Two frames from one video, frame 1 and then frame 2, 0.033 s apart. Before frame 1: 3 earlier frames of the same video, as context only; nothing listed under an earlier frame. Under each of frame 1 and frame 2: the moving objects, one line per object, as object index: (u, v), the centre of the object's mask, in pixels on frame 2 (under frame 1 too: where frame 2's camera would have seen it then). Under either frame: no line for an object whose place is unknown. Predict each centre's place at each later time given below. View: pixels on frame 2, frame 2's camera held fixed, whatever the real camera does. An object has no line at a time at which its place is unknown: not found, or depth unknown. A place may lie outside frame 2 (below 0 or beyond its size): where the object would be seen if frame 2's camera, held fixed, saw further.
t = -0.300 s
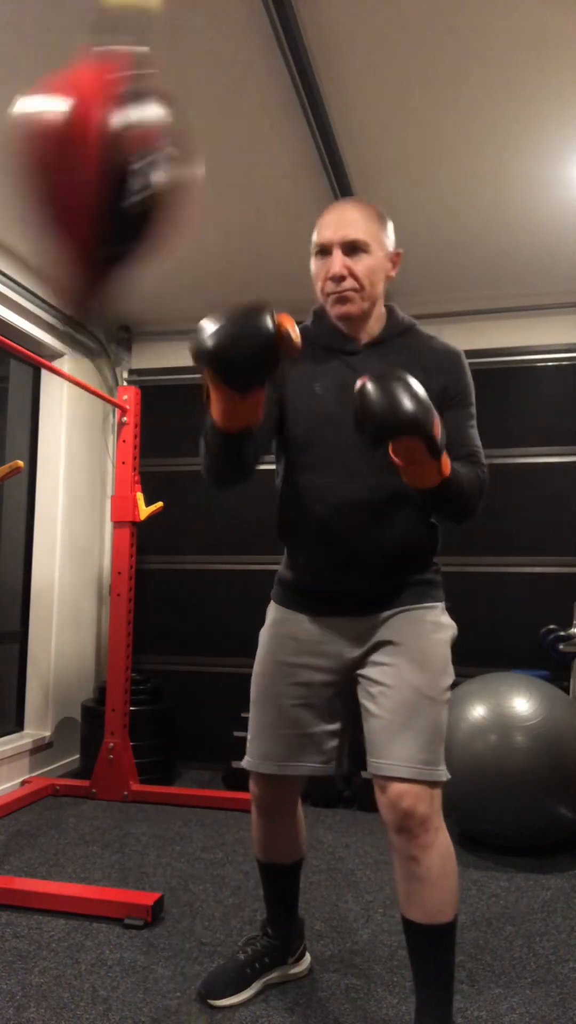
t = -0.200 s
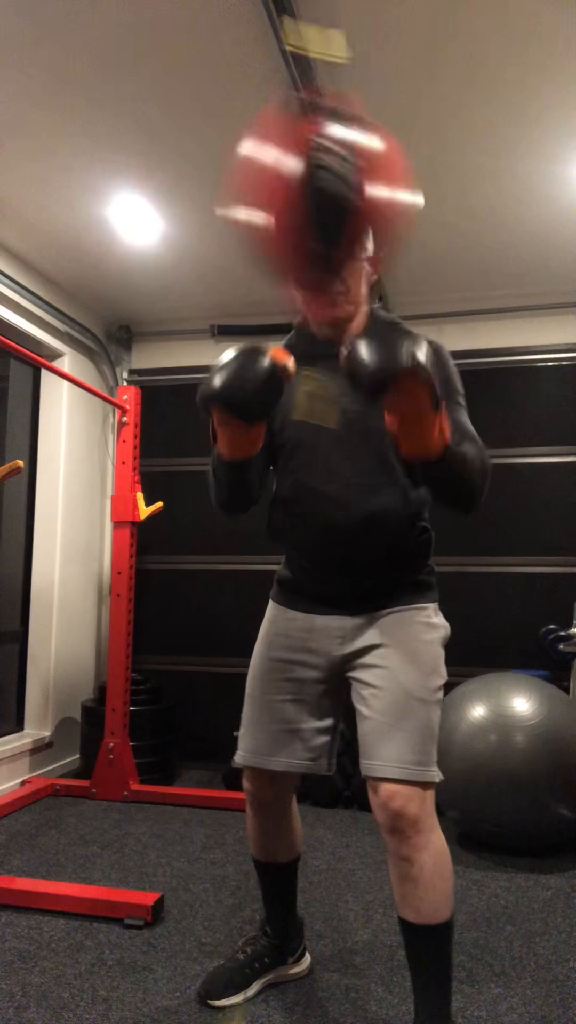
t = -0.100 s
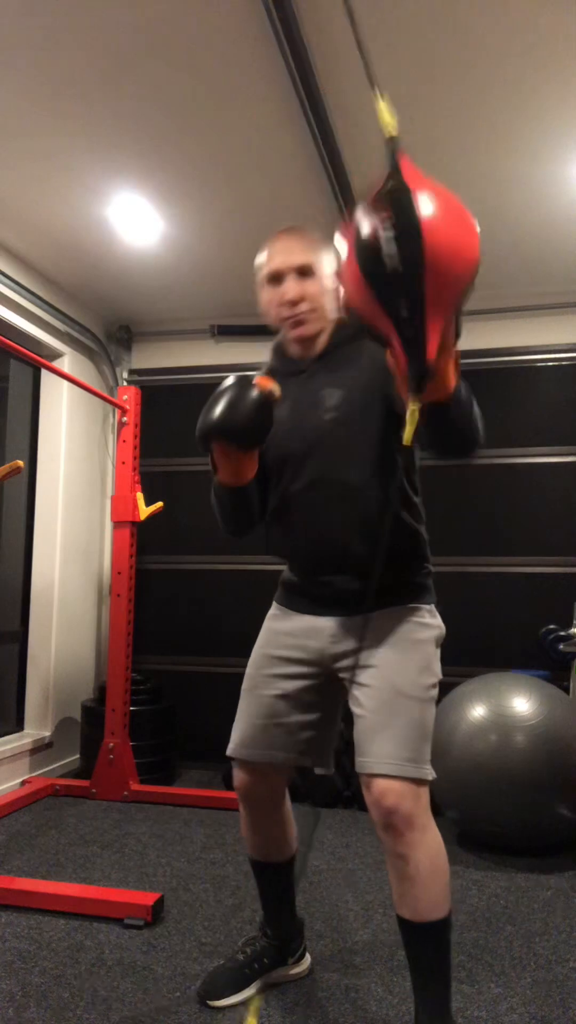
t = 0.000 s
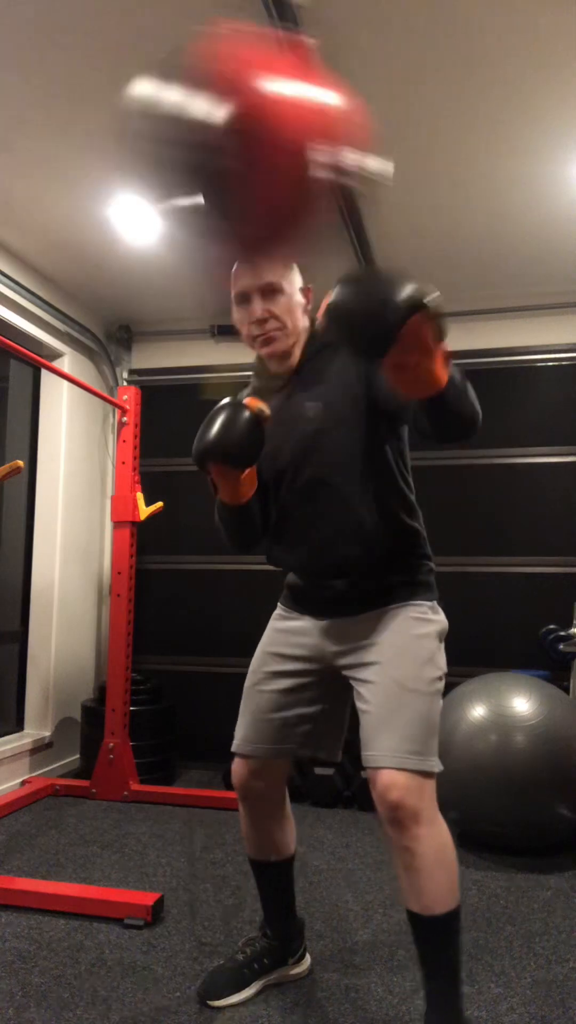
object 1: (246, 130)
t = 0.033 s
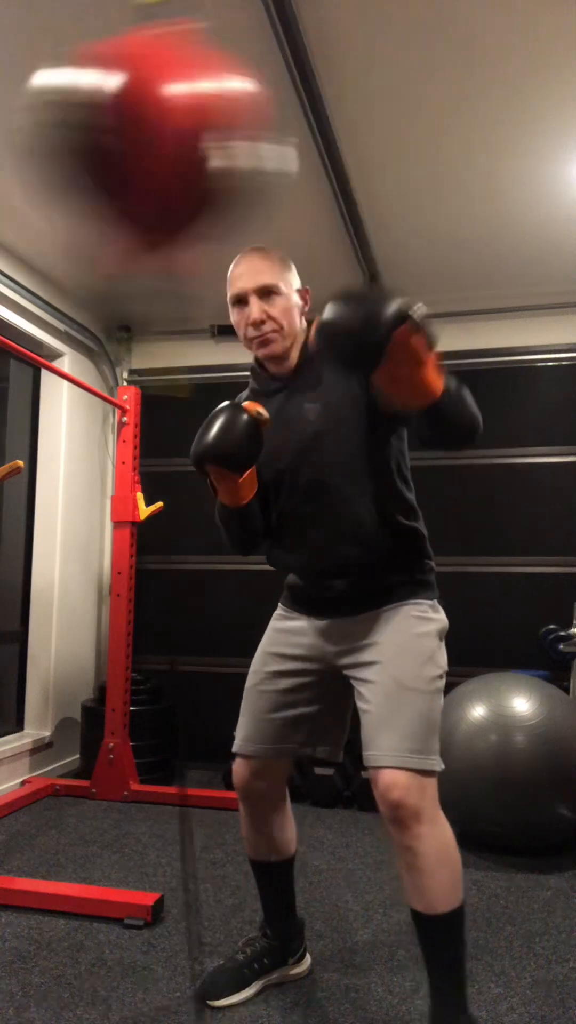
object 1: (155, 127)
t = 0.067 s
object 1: (67, 144)
